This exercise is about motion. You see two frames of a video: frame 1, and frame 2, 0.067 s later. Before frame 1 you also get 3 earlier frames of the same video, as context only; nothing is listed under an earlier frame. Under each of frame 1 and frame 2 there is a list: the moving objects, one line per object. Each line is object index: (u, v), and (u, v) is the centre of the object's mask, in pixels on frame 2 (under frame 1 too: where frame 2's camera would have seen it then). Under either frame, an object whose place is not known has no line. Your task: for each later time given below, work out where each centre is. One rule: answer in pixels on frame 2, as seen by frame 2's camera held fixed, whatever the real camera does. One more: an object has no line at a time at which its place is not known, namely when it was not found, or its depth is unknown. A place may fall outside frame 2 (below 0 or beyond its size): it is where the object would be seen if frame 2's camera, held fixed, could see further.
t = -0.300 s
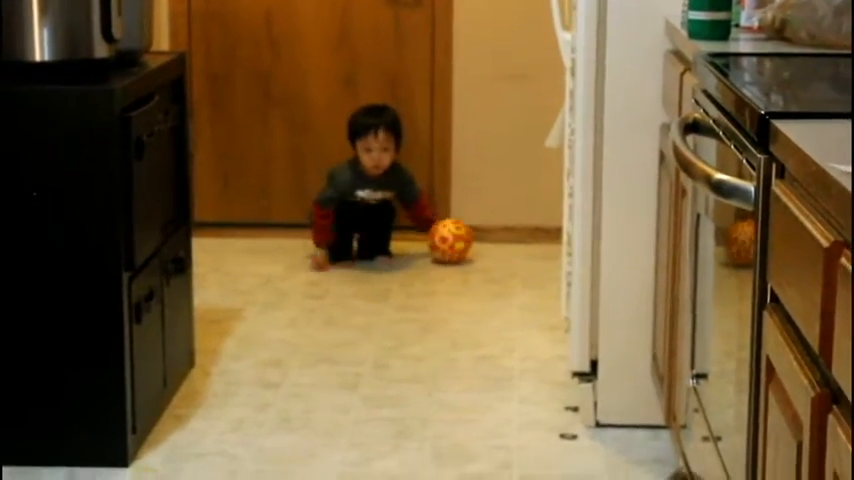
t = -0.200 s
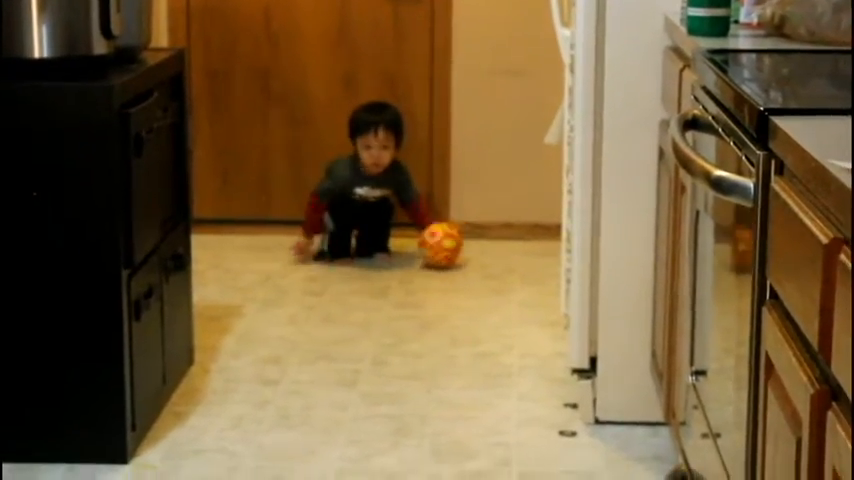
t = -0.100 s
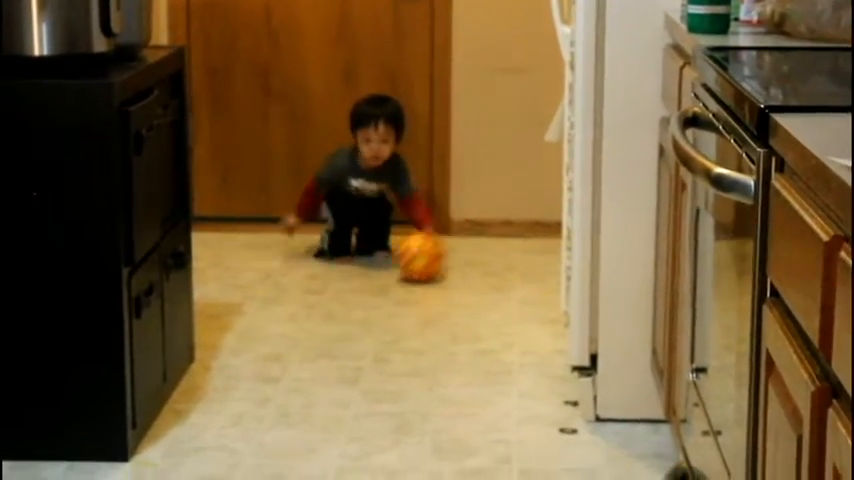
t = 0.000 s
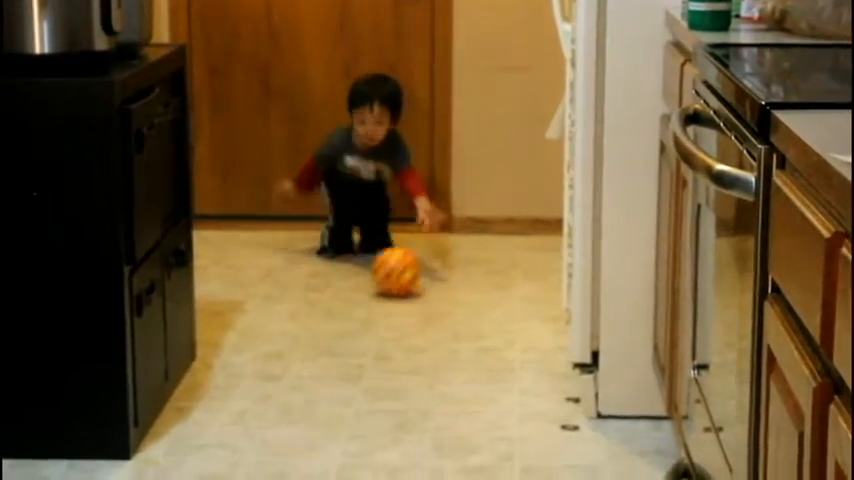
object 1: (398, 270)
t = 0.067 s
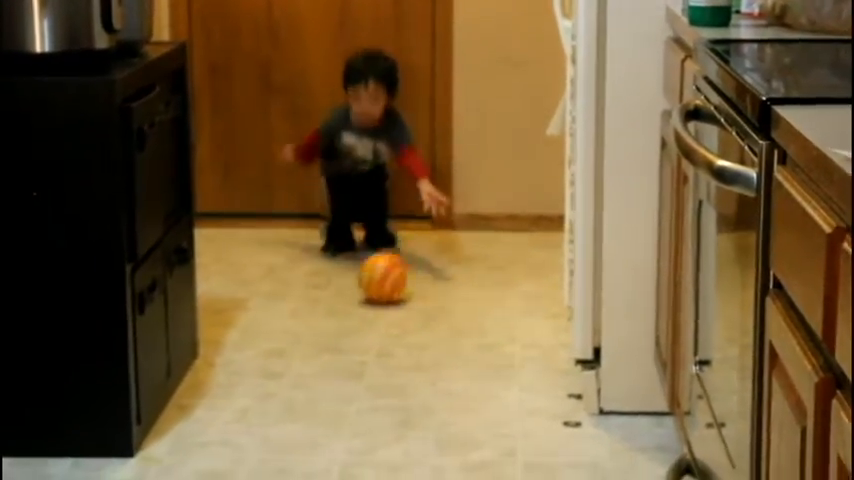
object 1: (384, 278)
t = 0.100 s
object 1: (377, 281)
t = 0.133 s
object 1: (370, 285)
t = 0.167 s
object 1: (363, 290)
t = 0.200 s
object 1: (357, 292)
